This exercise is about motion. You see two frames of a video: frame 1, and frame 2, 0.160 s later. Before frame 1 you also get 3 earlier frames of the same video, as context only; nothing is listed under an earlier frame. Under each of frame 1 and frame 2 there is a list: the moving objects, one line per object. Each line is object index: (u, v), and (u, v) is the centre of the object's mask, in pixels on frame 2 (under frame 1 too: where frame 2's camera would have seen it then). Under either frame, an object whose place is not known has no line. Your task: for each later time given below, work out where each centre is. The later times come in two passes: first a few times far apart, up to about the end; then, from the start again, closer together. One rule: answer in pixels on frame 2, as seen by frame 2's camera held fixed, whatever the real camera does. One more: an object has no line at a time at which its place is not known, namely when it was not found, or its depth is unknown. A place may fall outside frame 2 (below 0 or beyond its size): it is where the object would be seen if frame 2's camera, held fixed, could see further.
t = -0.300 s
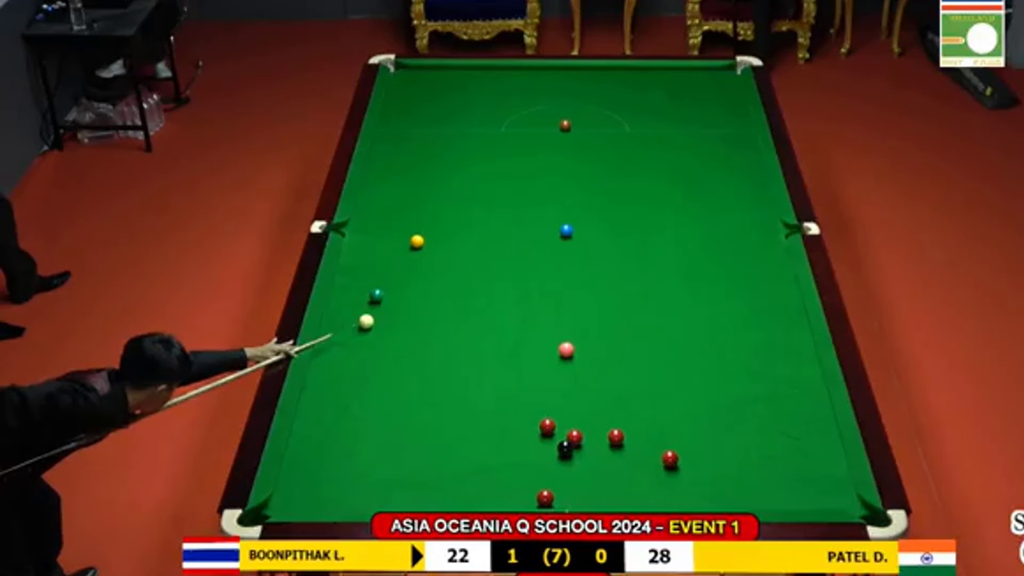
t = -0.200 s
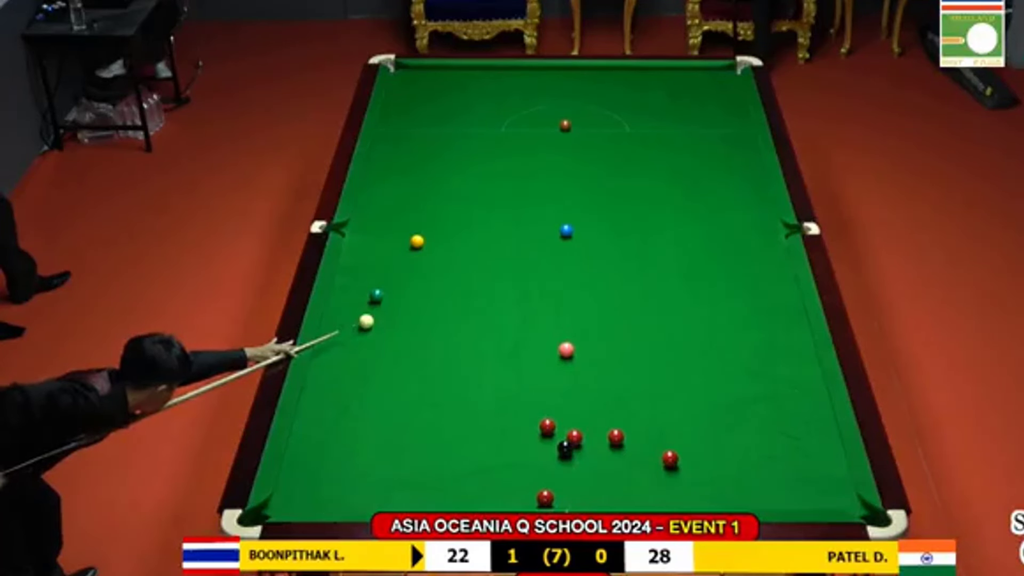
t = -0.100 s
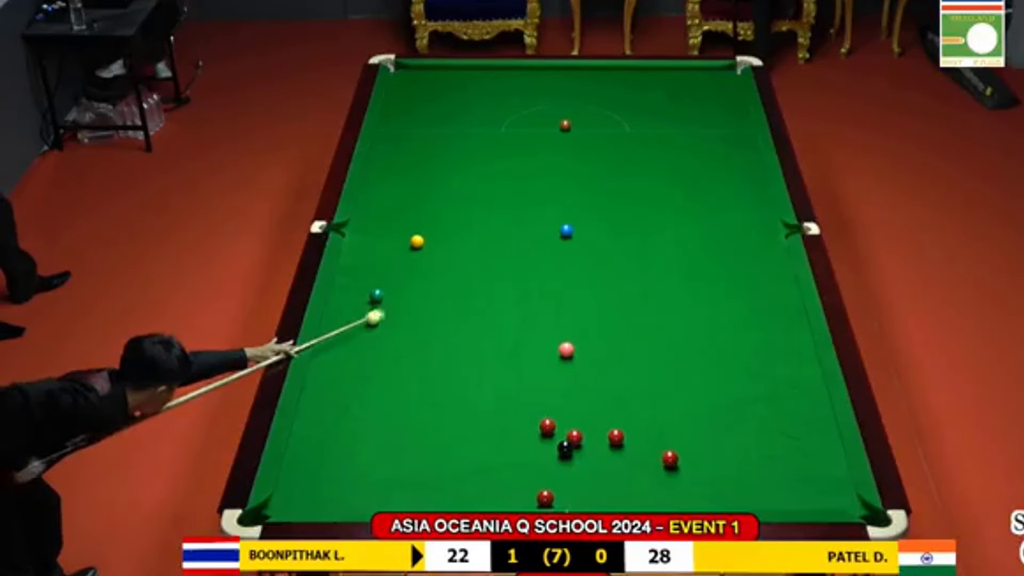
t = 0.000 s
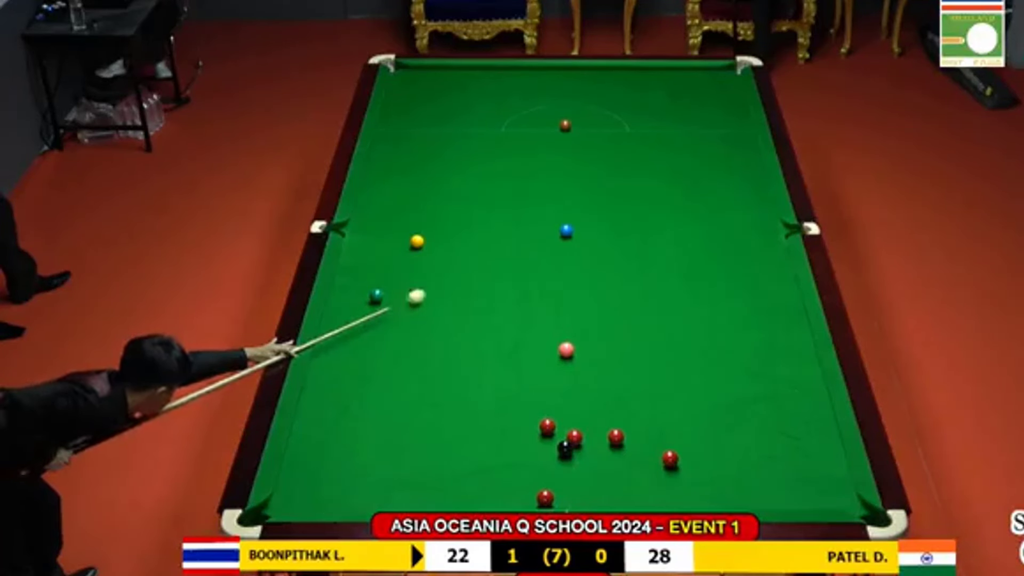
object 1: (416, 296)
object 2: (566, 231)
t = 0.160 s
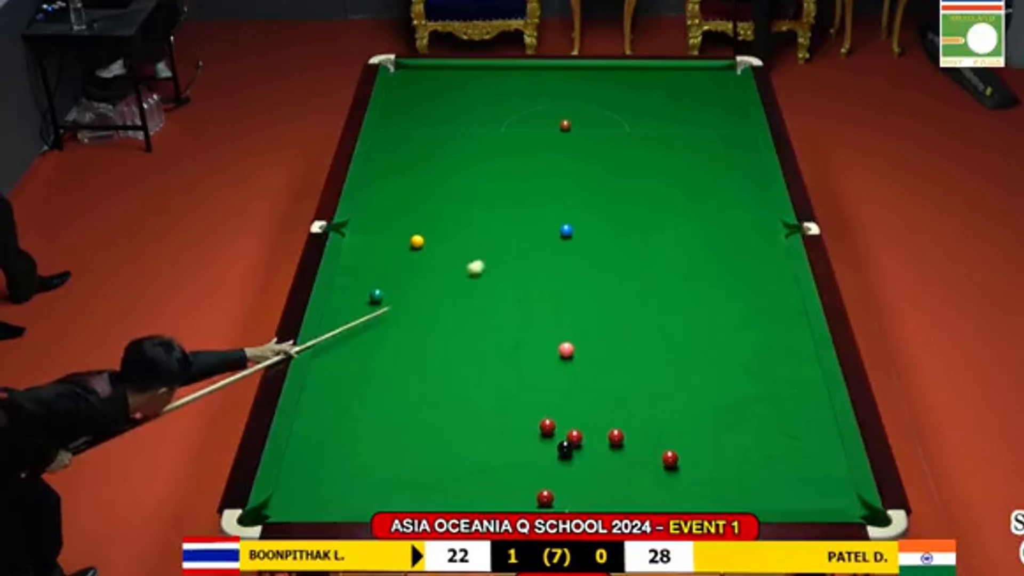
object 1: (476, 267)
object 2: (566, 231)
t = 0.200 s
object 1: (490, 260)
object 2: (566, 231)
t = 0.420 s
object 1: (554, 224)
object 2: (575, 231)
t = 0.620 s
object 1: (569, 195)
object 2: (622, 231)
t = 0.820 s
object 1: (586, 169)
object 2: (661, 231)
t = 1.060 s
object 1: (605, 140)
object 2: (707, 231)
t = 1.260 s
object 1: (619, 118)
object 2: (744, 231)
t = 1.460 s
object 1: (632, 97)
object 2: (780, 231)
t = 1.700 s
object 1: (647, 75)
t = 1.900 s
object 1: (658, 77)
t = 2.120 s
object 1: (670, 89)
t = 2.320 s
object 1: (681, 101)
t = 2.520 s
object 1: (692, 113)
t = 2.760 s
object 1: (706, 127)
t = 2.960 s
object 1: (718, 140)
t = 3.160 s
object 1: (729, 152)
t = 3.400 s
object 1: (743, 167)
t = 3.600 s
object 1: (755, 180)
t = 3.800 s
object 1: (766, 192)
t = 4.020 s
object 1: (764, 205)
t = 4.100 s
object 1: (763, 210)
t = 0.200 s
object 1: (490, 260)
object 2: (566, 231)
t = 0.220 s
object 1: (497, 257)
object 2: (566, 231)
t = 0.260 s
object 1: (510, 250)
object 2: (566, 231)
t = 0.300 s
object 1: (524, 244)
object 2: (566, 231)
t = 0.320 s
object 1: (531, 241)
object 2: (566, 231)
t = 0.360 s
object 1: (544, 234)
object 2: (566, 231)
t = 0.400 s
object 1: (553, 228)
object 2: (570, 231)
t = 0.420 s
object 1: (554, 224)
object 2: (575, 231)
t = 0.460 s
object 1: (556, 219)
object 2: (586, 231)
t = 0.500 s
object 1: (558, 213)
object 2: (596, 231)
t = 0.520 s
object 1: (559, 210)
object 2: (601, 231)
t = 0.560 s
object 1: (563, 204)
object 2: (610, 231)
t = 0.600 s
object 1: (567, 198)
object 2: (618, 231)
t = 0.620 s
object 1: (569, 195)
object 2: (622, 231)
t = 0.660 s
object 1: (572, 190)
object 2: (630, 231)
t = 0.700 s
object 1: (576, 184)
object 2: (638, 231)
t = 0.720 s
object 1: (577, 182)
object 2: (642, 231)
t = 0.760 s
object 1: (581, 177)
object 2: (650, 231)
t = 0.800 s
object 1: (584, 172)
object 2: (657, 231)
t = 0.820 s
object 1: (586, 169)
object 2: (661, 231)
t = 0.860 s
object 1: (589, 164)
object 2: (669, 231)
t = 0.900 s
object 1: (592, 159)
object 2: (676, 231)
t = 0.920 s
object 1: (594, 157)
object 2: (680, 231)
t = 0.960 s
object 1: (597, 152)
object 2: (688, 231)
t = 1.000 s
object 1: (600, 147)
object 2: (695, 231)
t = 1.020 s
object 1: (602, 145)
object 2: (699, 231)
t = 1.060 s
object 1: (605, 140)
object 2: (707, 231)
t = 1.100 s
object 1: (608, 135)
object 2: (715, 231)
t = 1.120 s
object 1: (609, 133)
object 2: (718, 231)
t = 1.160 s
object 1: (612, 128)
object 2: (726, 231)
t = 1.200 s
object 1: (615, 124)
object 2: (733, 231)
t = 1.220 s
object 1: (616, 122)
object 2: (737, 231)
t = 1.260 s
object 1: (619, 118)
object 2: (744, 231)
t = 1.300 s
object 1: (622, 114)
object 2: (751, 231)
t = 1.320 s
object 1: (623, 112)
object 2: (755, 231)
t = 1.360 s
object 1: (626, 107)
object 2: (762, 231)
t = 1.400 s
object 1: (628, 104)
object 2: (769, 231)
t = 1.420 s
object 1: (630, 101)
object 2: (772, 230)
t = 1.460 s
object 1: (632, 97)
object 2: (780, 231)
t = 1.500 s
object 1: (635, 93)
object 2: (787, 230)
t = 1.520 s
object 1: (636, 91)
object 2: (788, 230)
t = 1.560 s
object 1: (639, 87)
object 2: (796, 233)
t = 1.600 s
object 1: (641, 84)
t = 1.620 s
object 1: (642, 82)
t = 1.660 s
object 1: (645, 79)
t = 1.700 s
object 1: (647, 75)
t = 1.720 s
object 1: (648, 73)
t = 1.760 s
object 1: (651, 70)
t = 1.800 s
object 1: (653, 70)
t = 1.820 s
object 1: (654, 71)
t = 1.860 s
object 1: (656, 74)
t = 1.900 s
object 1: (658, 77)
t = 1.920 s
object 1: (659, 78)
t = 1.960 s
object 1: (662, 80)
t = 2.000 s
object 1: (664, 83)
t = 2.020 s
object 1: (665, 83)
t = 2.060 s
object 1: (667, 85)
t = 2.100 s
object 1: (669, 88)
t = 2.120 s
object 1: (670, 89)
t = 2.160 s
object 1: (672, 92)
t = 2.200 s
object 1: (675, 94)
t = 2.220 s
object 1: (675, 95)
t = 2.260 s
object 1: (678, 97)
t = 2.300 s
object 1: (680, 100)
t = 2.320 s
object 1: (681, 101)
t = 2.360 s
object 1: (683, 104)
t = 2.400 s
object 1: (686, 106)
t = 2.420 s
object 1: (687, 107)
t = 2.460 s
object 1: (689, 110)
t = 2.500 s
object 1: (692, 112)
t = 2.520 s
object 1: (692, 113)
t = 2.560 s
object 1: (694, 115)
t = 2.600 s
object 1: (697, 118)
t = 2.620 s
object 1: (698, 119)
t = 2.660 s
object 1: (700, 121)
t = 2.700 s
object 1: (703, 124)
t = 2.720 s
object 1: (704, 125)
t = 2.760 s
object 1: (706, 127)
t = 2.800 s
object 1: (708, 130)
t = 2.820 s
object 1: (709, 131)
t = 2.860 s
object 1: (712, 133)
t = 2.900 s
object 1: (714, 136)
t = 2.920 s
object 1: (715, 137)
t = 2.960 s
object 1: (718, 140)
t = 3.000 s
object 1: (720, 142)
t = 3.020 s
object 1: (721, 144)
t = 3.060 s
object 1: (723, 146)
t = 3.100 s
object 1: (726, 148)
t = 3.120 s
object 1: (727, 150)
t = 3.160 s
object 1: (729, 152)
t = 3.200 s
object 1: (732, 155)
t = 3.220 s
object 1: (733, 156)
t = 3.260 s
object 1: (735, 158)
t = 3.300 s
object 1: (738, 161)
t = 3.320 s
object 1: (739, 162)
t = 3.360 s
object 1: (741, 165)
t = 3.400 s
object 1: (743, 167)
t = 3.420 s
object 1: (745, 168)
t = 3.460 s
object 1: (747, 171)
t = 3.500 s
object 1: (750, 174)
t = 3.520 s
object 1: (750, 175)
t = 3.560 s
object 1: (753, 177)
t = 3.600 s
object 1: (755, 180)
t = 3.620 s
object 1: (757, 181)
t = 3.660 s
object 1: (759, 184)
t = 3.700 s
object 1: (762, 186)
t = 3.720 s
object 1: (763, 187)
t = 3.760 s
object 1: (765, 190)
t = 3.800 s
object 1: (766, 192)
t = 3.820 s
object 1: (766, 193)
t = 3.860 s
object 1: (766, 196)
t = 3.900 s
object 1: (765, 198)
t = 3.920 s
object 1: (765, 199)
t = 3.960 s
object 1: (765, 201)
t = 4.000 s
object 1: (764, 204)
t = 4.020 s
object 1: (764, 205)
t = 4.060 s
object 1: (764, 207)
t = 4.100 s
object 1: (763, 210)
